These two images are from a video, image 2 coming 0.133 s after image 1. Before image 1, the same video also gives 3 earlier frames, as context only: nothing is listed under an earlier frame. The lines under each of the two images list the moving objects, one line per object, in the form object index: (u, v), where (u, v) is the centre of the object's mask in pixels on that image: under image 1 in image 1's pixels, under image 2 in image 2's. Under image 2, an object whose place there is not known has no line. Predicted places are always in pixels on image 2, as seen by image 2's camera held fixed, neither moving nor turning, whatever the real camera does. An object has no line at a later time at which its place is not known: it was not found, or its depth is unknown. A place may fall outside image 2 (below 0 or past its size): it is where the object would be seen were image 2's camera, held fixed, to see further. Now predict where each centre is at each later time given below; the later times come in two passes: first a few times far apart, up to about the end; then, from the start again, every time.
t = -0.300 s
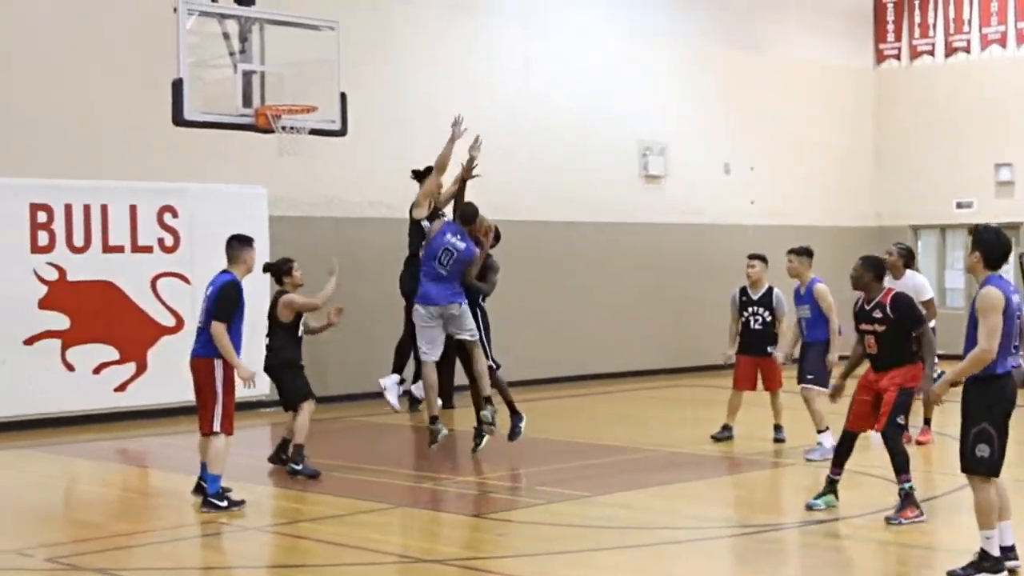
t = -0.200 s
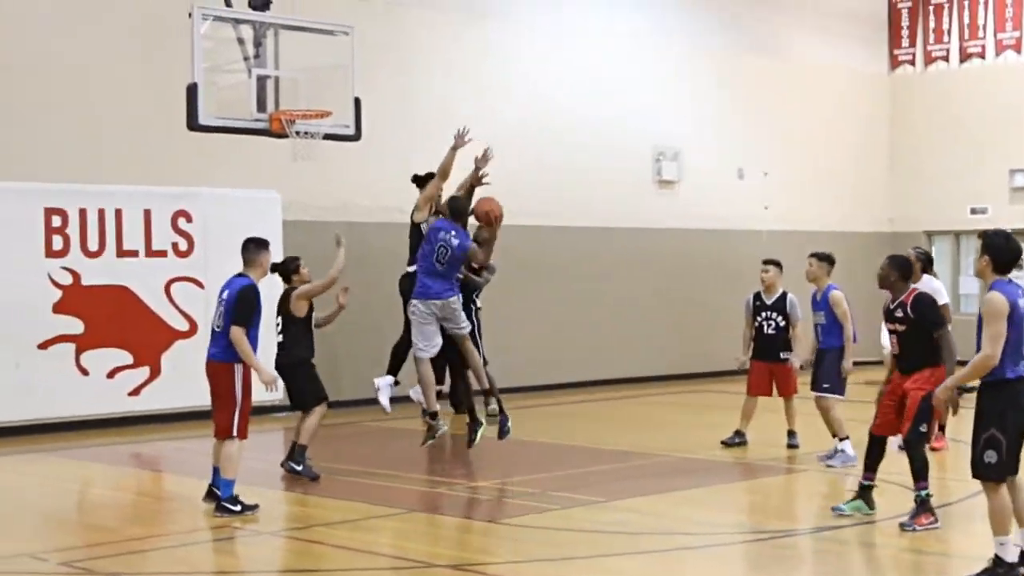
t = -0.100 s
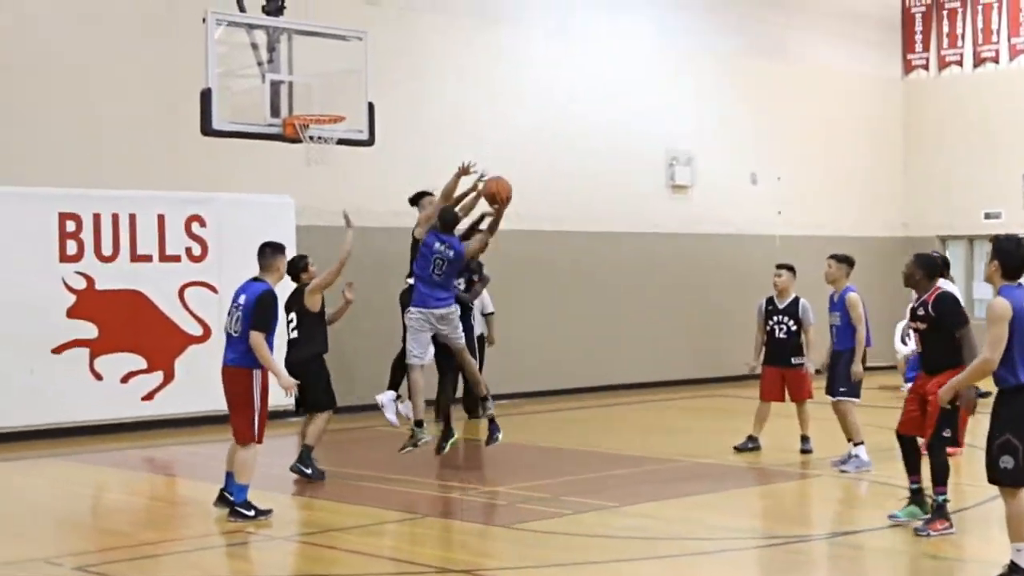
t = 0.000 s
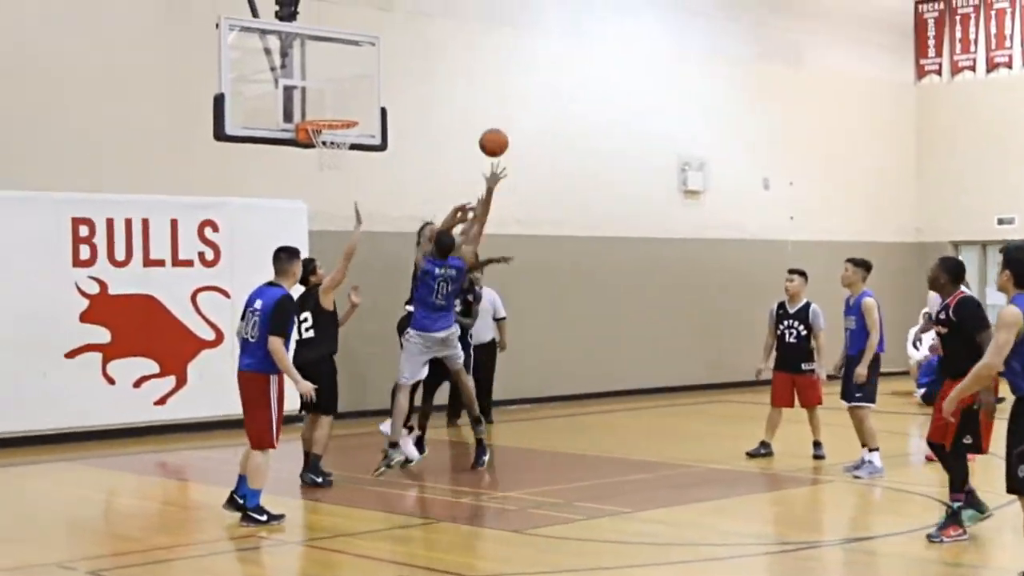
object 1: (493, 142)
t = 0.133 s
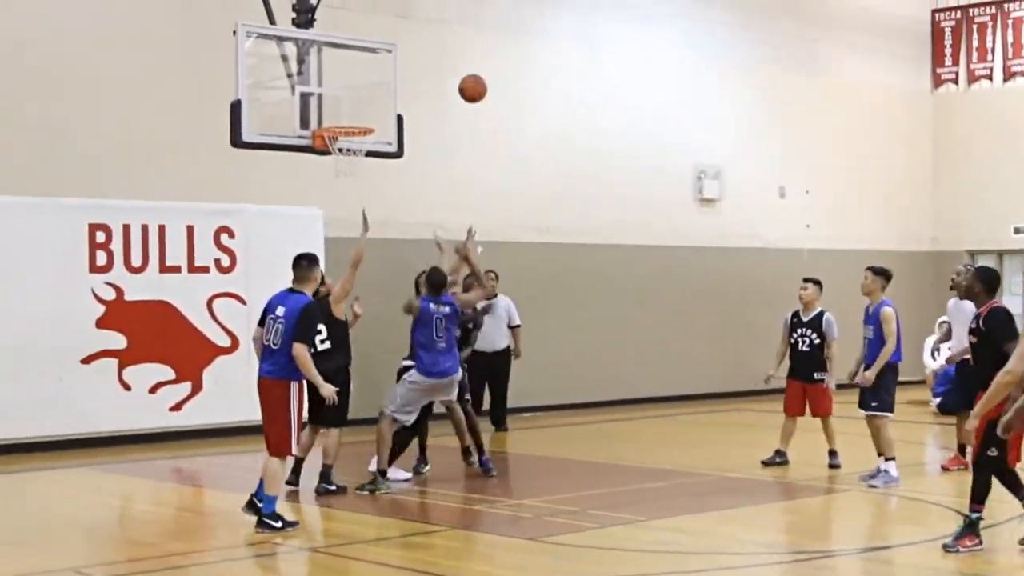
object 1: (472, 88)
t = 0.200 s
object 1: (454, 66)
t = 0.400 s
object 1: (404, 35)
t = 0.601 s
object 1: (357, 48)
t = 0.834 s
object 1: (335, 111)
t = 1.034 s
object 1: (364, 153)
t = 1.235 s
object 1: (368, 181)
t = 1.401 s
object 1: (371, 239)
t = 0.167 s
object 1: (463, 77)
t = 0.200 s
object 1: (454, 66)
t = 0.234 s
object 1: (446, 58)
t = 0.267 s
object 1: (437, 51)
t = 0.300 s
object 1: (428, 45)
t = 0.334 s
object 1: (420, 40)
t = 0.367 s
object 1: (412, 37)
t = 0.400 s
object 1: (404, 35)
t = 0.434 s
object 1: (395, 34)
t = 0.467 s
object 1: (388, 34)
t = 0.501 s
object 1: (380, 36)
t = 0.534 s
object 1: (373, 39)
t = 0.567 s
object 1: (365, 43)
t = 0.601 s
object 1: (357, 48)
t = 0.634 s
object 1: (350, 55)
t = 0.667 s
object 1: (343, 62)
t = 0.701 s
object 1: (336, 70)
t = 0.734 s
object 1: (329, 80)
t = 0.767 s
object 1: (321, 91)
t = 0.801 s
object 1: (326, 100)
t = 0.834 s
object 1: (335, 111)
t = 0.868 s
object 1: (343, 119)
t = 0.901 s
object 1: (352, 135)
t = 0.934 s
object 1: (359, 149)
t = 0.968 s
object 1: (363, 154)
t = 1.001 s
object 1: (363, 153)
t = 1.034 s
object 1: (364, 153)
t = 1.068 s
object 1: (365, 155)
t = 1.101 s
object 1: (365, 158)
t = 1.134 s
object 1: (366, 162)
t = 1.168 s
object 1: (366, 167)
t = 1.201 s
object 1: (367, 174)
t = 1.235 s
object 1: (368, 181)
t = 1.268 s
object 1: (368, 190)
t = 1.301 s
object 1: (369, 201)
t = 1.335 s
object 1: (370, 212)
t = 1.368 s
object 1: (371, 225)
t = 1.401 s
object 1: (371, 239)
